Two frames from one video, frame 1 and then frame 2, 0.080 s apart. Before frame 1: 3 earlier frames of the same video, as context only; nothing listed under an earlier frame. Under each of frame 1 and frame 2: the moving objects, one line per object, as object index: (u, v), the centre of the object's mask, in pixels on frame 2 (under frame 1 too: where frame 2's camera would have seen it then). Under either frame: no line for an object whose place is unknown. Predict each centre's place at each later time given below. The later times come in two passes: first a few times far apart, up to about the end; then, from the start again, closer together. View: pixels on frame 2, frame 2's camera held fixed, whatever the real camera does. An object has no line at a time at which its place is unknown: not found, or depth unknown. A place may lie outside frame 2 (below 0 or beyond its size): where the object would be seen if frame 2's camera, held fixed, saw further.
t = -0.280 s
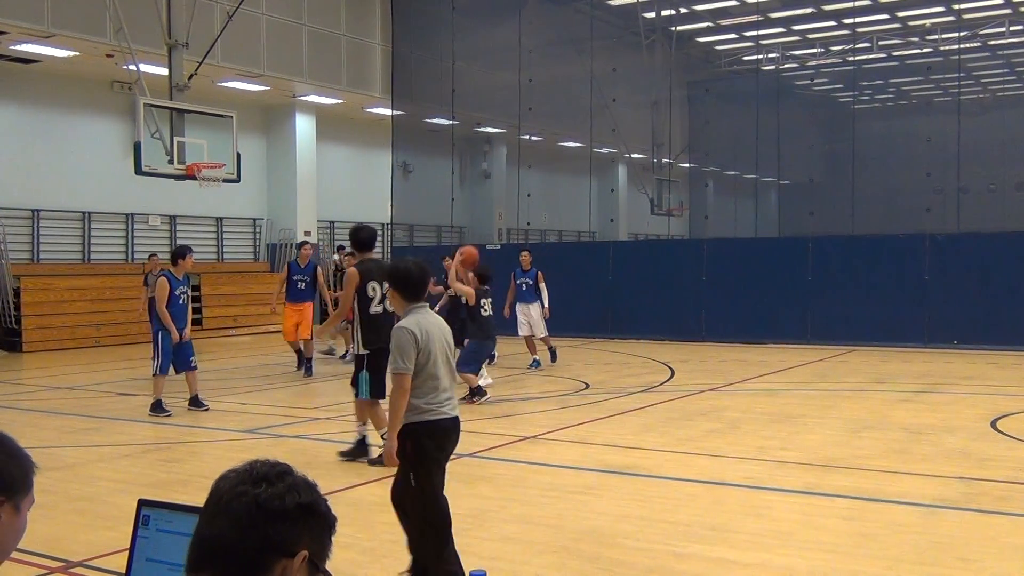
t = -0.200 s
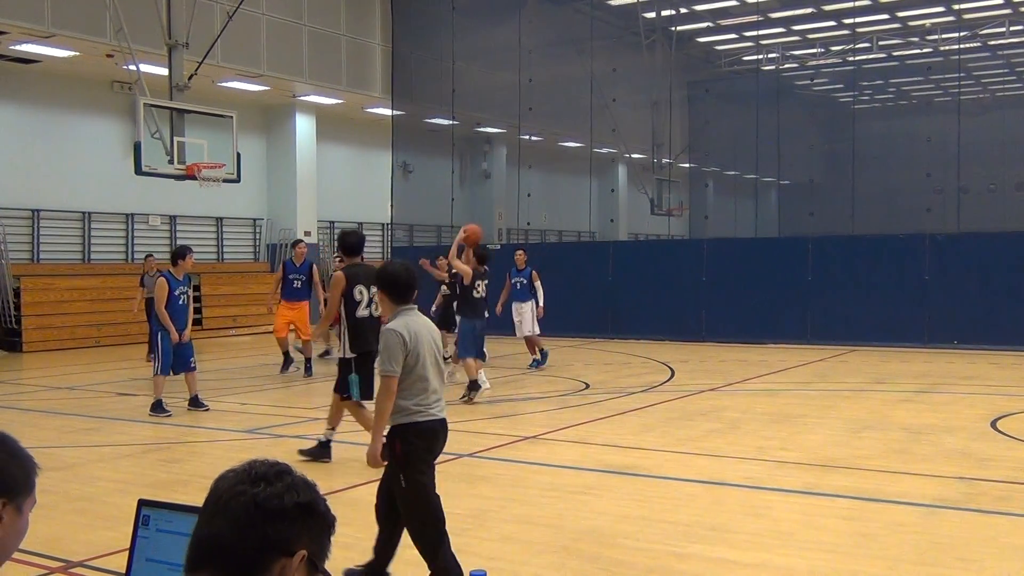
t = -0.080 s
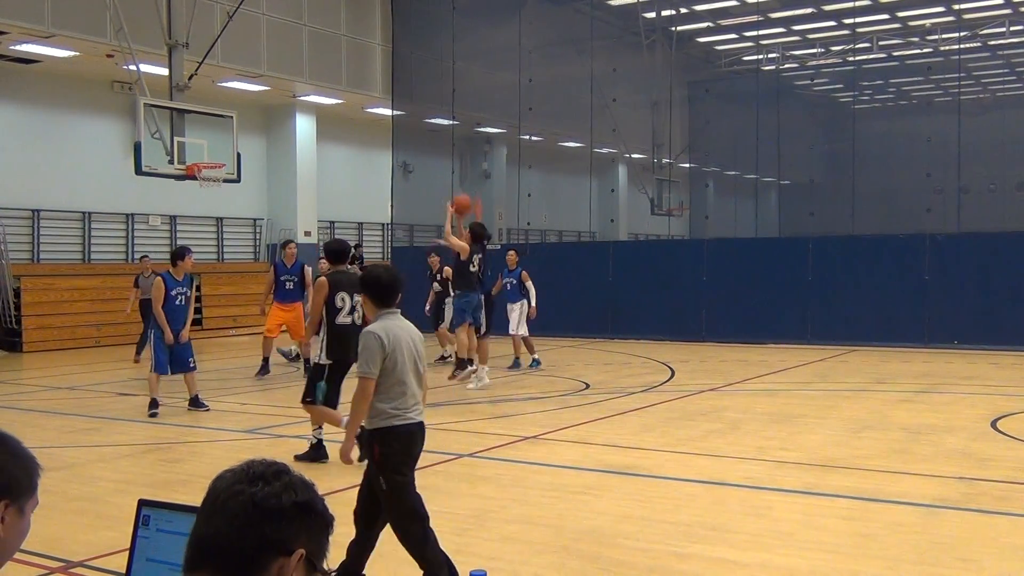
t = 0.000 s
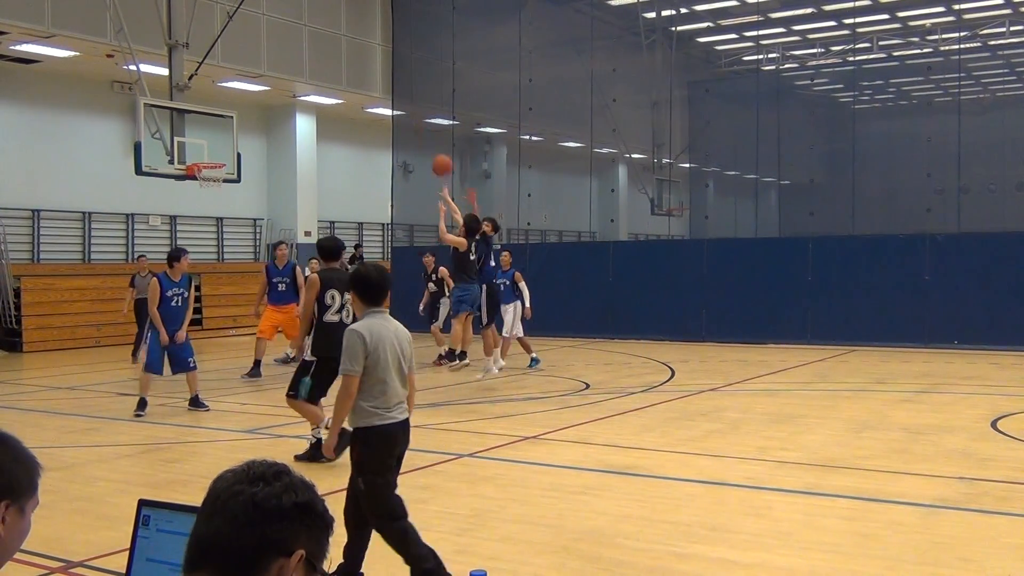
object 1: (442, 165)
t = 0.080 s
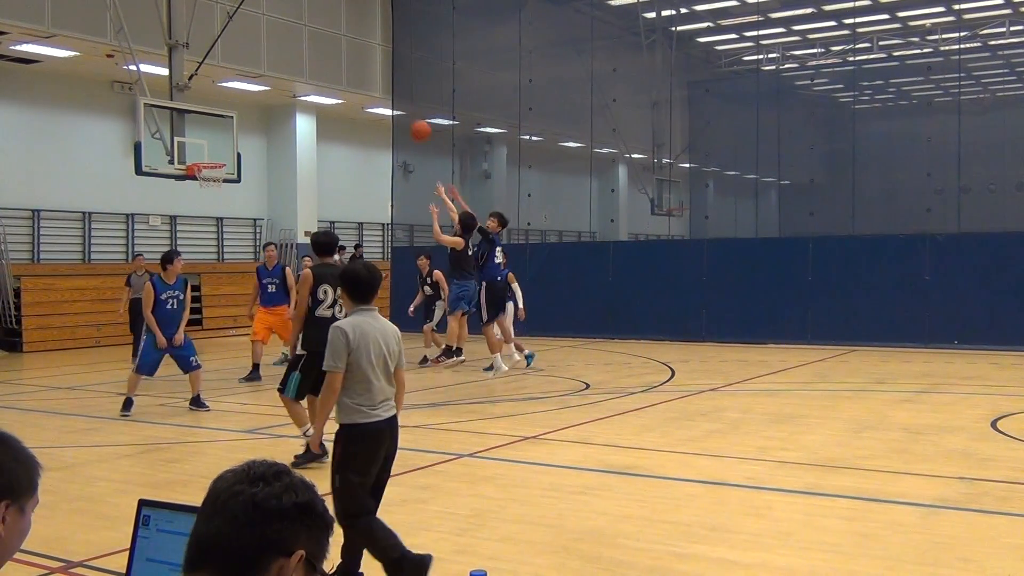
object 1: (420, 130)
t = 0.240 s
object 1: (379, 80)
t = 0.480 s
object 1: (325, 47)
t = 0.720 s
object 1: (277, 58)
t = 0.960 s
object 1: (235, 107)
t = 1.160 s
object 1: (206, 154)
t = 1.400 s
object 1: (190, 107)
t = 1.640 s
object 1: (173, 97)
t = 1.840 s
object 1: (157, 123)
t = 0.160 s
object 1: (399, 102)
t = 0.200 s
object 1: (389, 91)
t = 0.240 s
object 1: (379, 80)
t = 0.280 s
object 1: (369, 71)
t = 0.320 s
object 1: (360, 64)
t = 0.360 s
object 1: (351, 58)
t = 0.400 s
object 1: (342, 53)
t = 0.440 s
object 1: (333, 49)
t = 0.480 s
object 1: (325, 47)
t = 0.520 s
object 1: (316, 46)
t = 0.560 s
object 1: (308, 46)
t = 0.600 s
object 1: (300, 48)
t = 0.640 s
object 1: (292, 50)
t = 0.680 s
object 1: (285, 54)
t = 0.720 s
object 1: (277, 58)
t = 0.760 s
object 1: (270, 64)
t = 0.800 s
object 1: (263, 71)
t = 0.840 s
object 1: (255, 78)
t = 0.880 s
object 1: (248, 87)
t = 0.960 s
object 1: (235, 107)
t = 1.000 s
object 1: (229, 118)
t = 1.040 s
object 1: (222, 129)
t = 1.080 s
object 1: (216, 143)
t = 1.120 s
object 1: (210, 155)
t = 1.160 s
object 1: (206, 154)
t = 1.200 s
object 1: (204, 144)
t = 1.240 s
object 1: (201, 134)
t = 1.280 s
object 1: (198, 127)
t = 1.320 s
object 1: (196, 119)
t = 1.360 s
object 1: (193, 112)
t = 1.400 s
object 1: (190, 107)
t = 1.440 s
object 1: (187, 102)
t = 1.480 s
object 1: (185, 99)
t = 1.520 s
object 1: (183, 97)
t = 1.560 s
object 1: (179, 95)
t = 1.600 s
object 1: (176, 96)
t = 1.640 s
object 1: (173, 97)
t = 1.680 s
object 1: (170, 100)
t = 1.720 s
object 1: (167, 103)
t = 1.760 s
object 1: (164, 108)
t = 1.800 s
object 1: (161, 115)
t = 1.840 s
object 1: (157, 123)
